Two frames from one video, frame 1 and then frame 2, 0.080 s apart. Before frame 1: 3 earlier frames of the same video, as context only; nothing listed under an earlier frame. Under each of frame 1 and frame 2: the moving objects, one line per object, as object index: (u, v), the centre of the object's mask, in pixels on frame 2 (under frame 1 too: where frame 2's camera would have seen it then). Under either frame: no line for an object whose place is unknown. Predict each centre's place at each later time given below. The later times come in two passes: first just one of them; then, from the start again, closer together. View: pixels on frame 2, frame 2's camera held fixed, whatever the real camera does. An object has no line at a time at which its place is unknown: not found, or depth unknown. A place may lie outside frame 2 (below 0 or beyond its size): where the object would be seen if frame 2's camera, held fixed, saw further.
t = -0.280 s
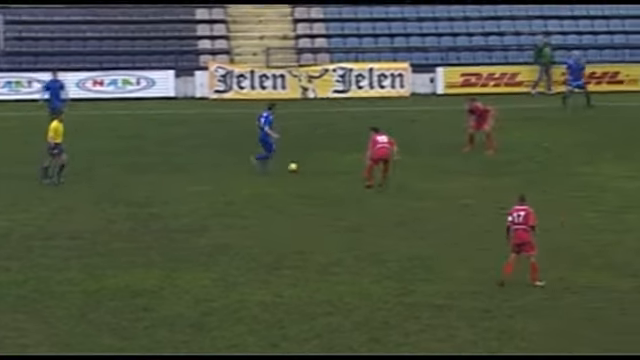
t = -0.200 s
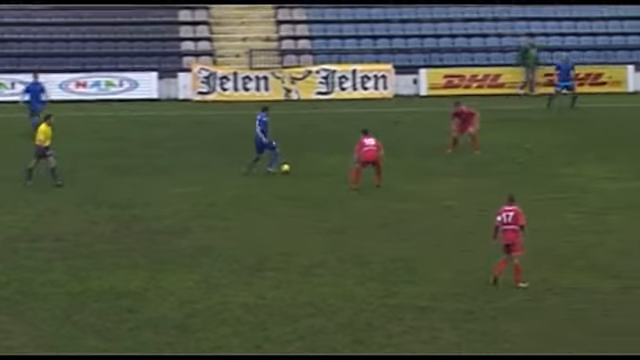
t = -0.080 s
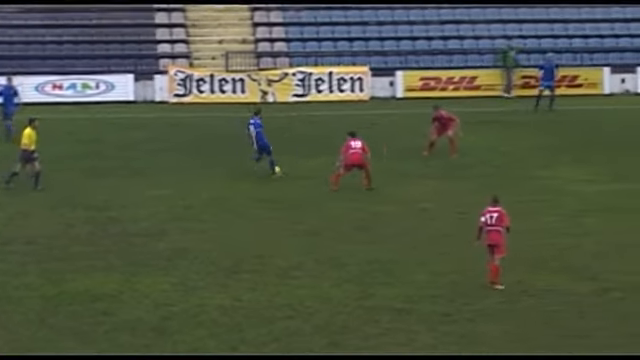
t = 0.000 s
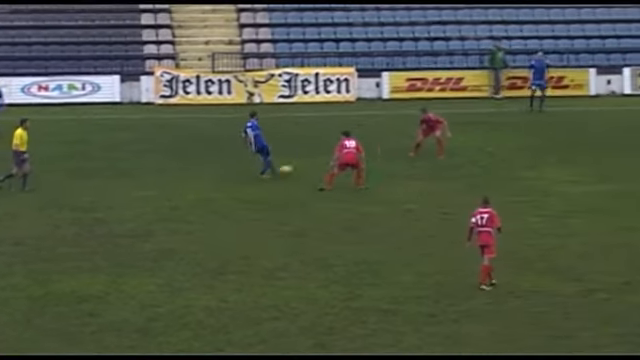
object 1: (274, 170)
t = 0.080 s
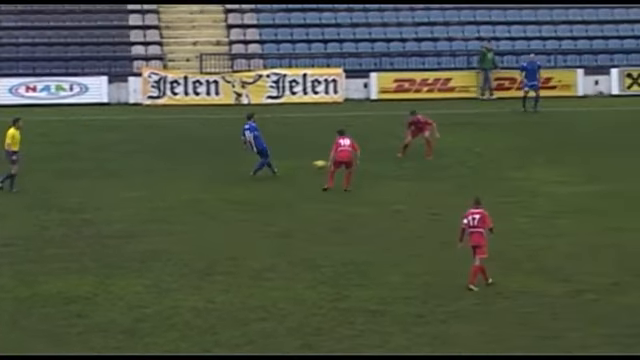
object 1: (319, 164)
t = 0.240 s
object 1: (409, 160)
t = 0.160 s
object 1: (365, 159)
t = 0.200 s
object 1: (387, 160)
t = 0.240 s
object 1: (409, 160)
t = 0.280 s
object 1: (432, 161)
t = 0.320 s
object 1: (453, 163)
